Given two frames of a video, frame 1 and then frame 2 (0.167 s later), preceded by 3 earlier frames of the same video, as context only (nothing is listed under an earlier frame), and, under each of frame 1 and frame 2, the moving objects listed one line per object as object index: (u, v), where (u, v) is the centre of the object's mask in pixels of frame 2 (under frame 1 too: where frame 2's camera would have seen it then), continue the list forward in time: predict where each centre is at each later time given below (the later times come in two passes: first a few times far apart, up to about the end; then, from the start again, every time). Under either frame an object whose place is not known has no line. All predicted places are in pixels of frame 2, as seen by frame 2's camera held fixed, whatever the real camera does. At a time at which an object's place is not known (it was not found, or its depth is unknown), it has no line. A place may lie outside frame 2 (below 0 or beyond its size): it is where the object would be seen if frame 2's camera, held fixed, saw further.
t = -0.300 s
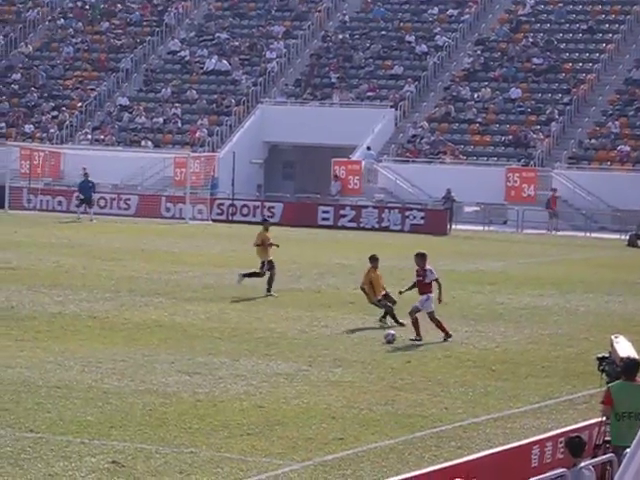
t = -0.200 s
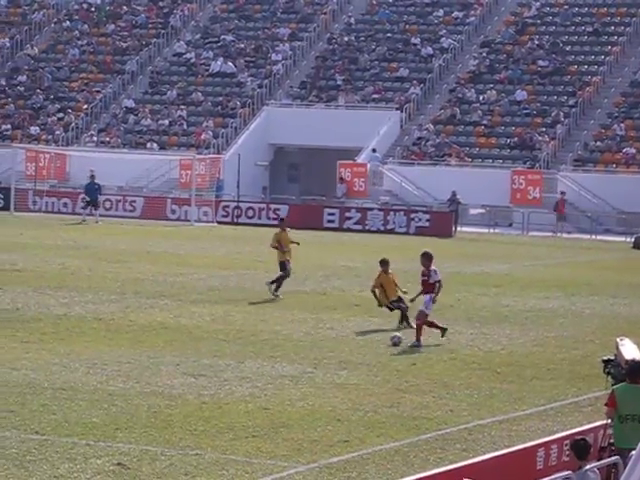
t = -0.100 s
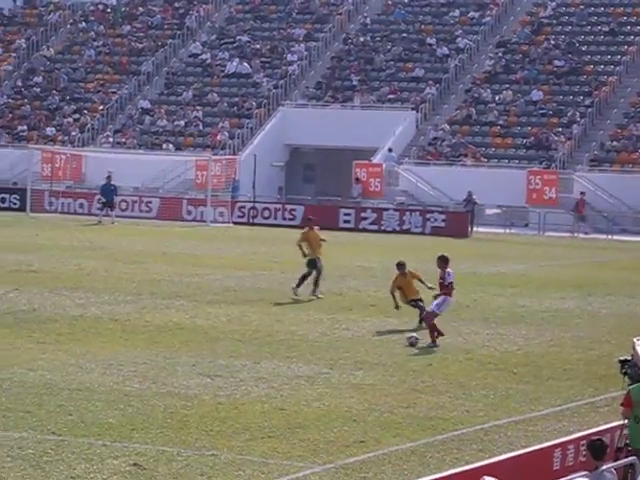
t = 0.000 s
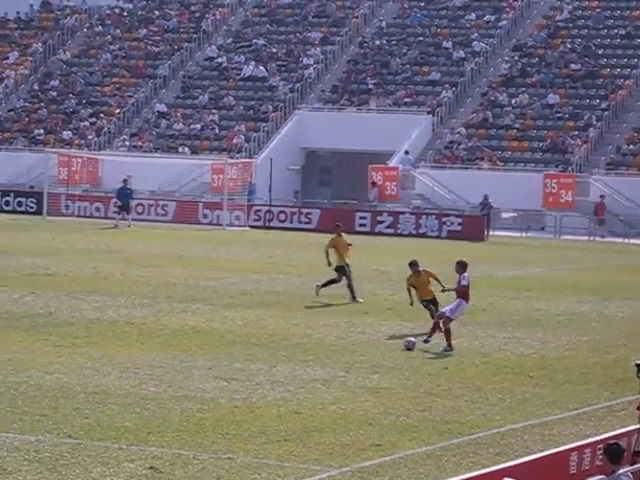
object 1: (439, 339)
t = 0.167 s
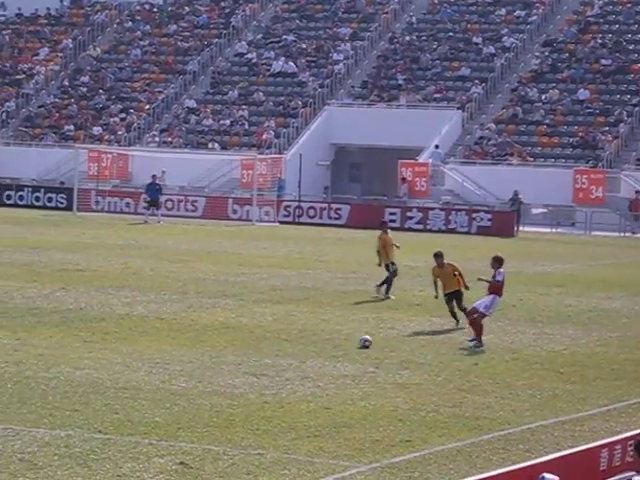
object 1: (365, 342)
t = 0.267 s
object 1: (326, 341)
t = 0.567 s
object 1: (226, 345)
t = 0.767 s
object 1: (168, 348)
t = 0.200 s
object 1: (352, 341)
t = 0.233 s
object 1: (339, 341)
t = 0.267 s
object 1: (326, 341)
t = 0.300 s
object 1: (312, 343)
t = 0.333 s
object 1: (300, 344)
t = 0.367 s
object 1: (289, 344)
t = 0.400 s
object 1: (277, 344)
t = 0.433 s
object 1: (266, 344)
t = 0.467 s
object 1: (256, 345)
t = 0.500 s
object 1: (245, 345)
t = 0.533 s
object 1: (235, 345)
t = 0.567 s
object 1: (226, 345)
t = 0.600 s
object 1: (216, 346)
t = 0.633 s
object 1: (206, 346)
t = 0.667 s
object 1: (196, 346)
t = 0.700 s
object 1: (187, 346)
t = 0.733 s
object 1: (177, 347)
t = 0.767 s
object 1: (168, 348)
